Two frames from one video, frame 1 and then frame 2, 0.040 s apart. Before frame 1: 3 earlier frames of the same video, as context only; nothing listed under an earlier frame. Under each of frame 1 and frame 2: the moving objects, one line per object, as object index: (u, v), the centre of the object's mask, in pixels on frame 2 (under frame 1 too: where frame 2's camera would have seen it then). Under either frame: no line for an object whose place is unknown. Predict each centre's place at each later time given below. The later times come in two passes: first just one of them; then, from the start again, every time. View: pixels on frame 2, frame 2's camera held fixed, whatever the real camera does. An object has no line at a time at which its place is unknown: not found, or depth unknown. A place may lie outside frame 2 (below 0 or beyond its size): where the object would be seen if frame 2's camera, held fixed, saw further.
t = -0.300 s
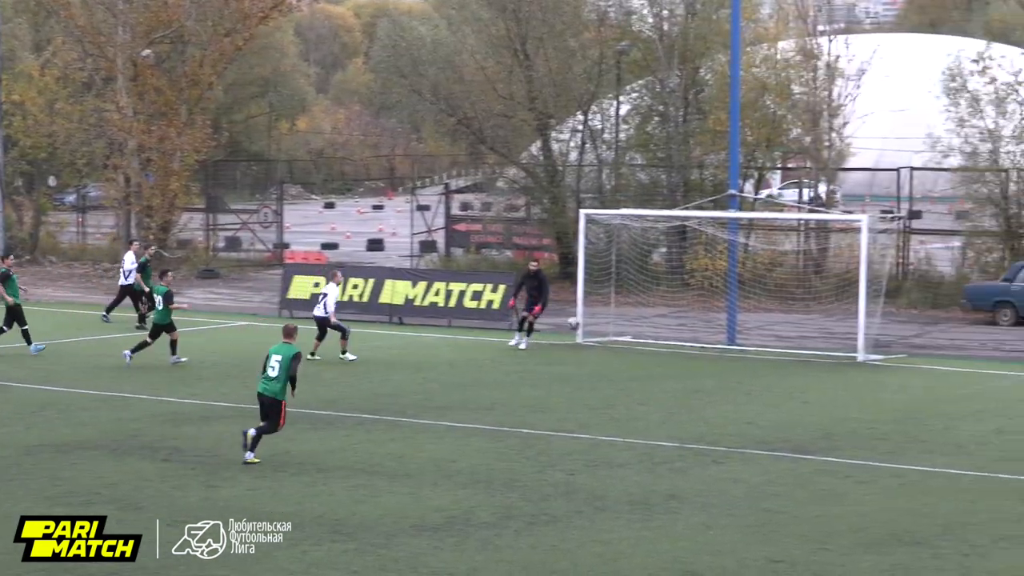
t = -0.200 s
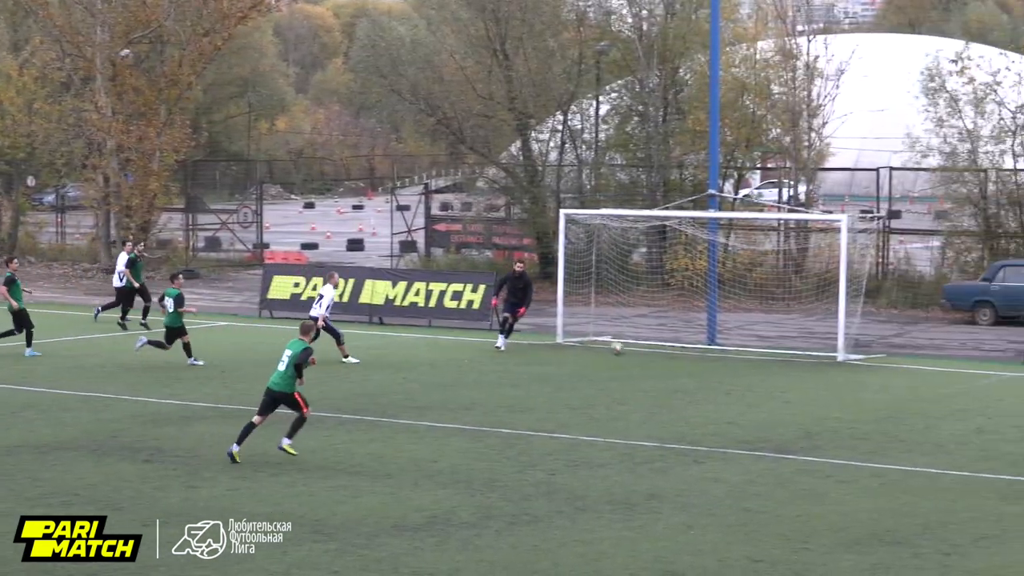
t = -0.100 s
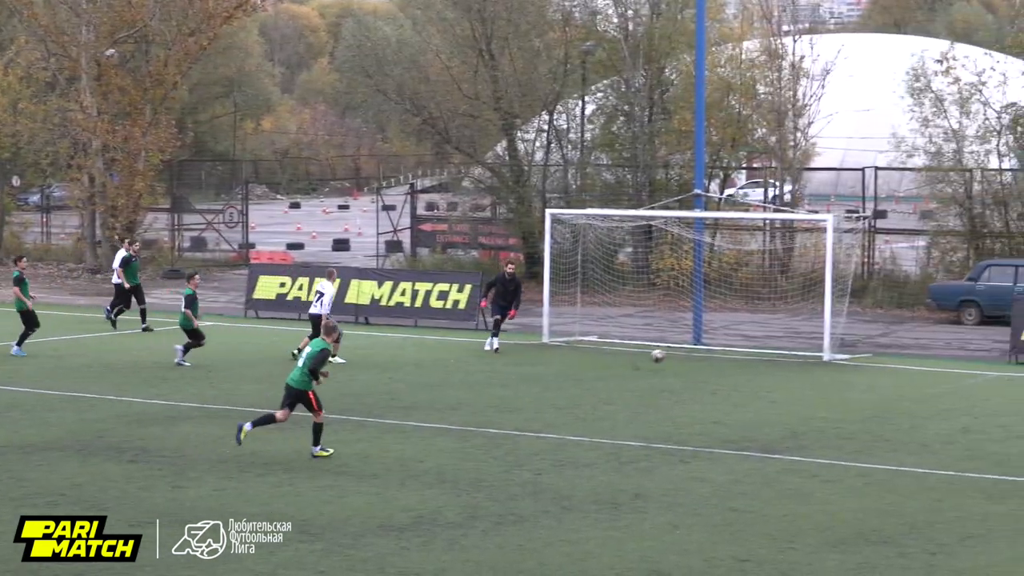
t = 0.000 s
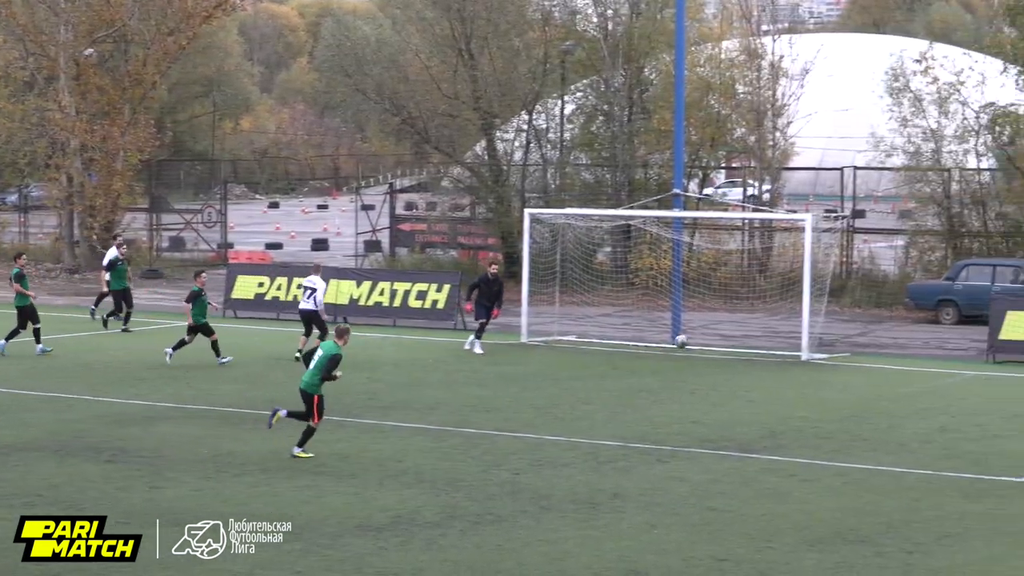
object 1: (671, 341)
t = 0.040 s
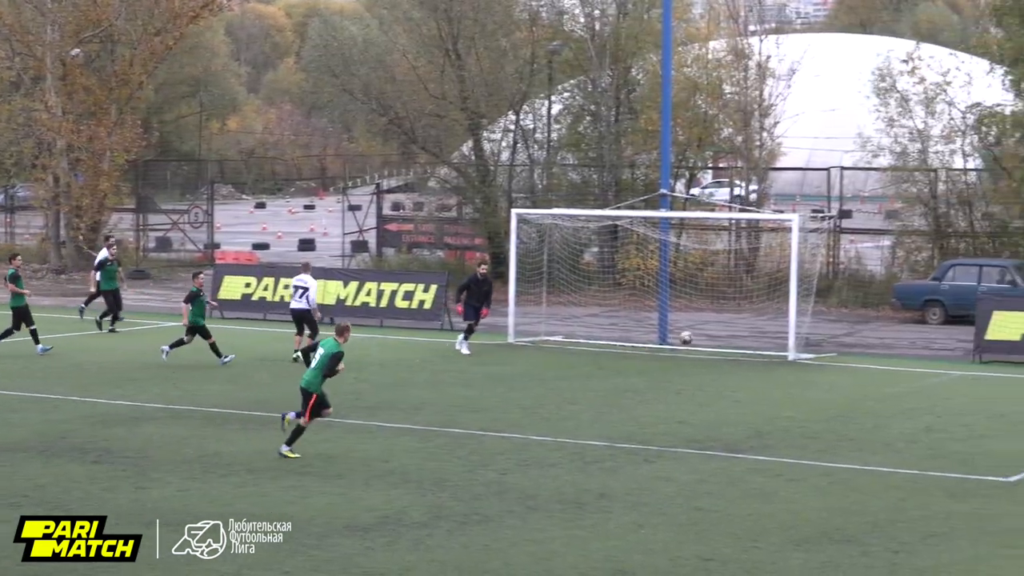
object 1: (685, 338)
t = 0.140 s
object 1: (728, 331)
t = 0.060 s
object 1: (693, 336)
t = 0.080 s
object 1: (701, 334)
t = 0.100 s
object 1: (710, 333)
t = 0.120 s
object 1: (719, 332)
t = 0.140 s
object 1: (728, 331)
